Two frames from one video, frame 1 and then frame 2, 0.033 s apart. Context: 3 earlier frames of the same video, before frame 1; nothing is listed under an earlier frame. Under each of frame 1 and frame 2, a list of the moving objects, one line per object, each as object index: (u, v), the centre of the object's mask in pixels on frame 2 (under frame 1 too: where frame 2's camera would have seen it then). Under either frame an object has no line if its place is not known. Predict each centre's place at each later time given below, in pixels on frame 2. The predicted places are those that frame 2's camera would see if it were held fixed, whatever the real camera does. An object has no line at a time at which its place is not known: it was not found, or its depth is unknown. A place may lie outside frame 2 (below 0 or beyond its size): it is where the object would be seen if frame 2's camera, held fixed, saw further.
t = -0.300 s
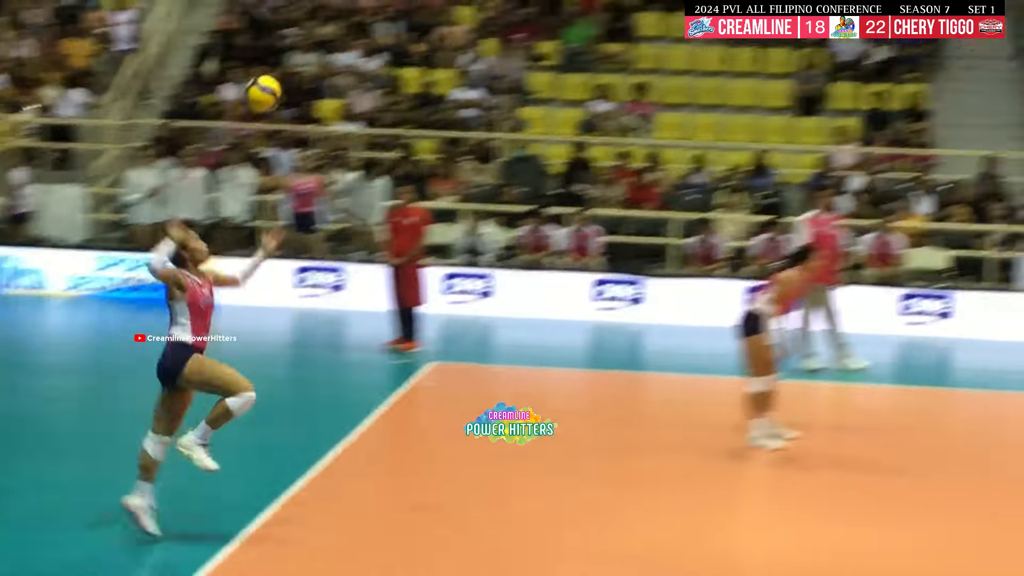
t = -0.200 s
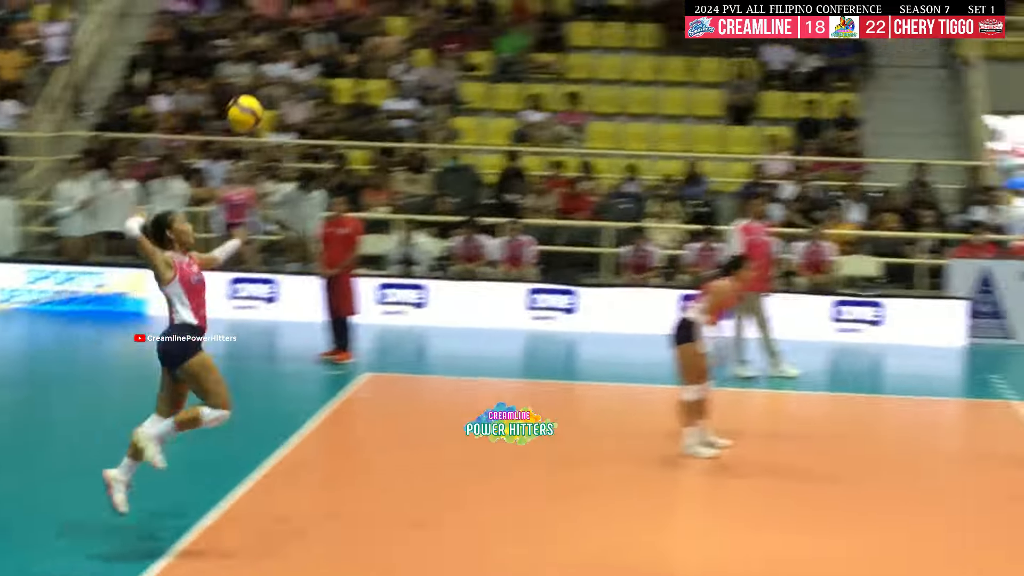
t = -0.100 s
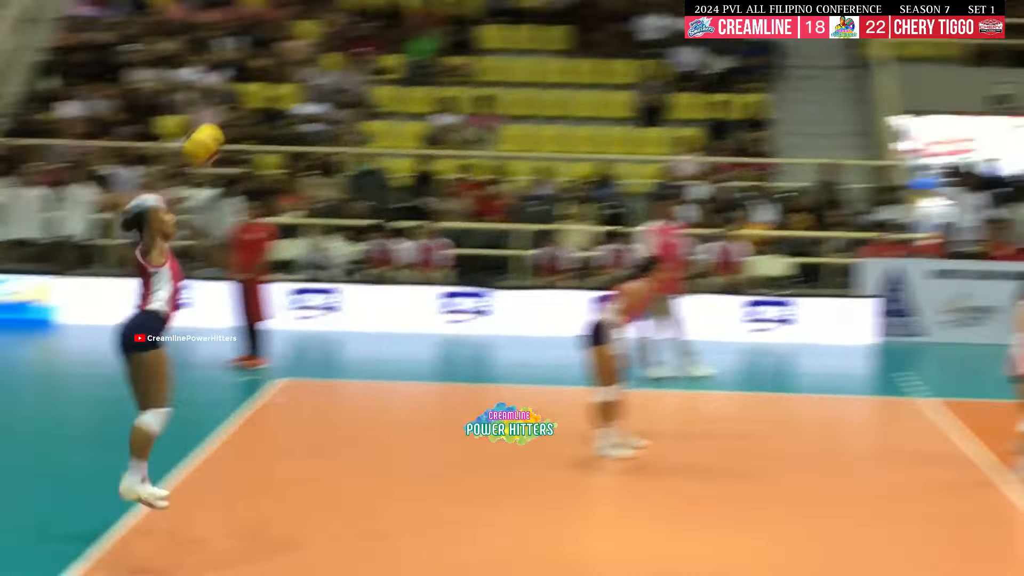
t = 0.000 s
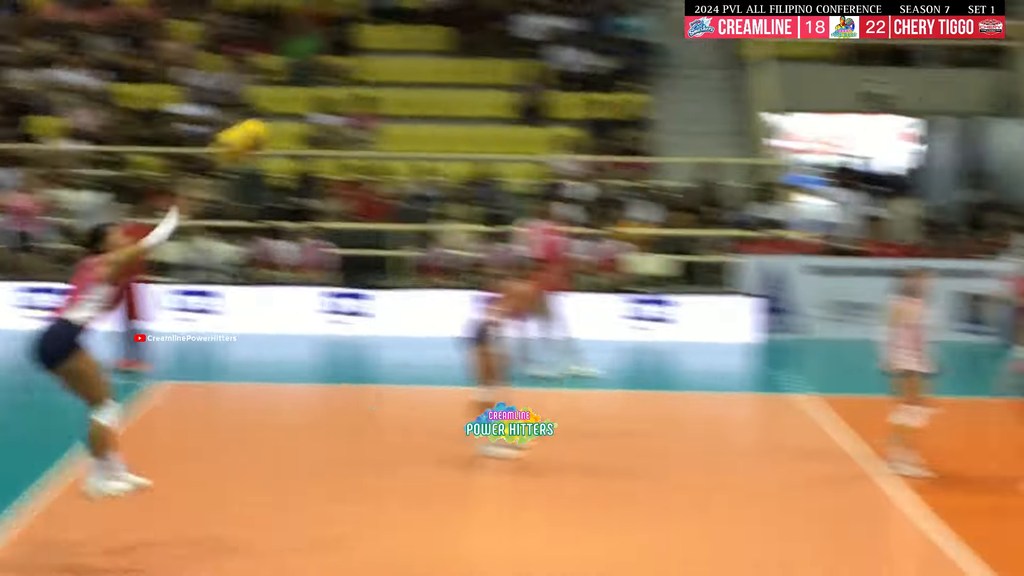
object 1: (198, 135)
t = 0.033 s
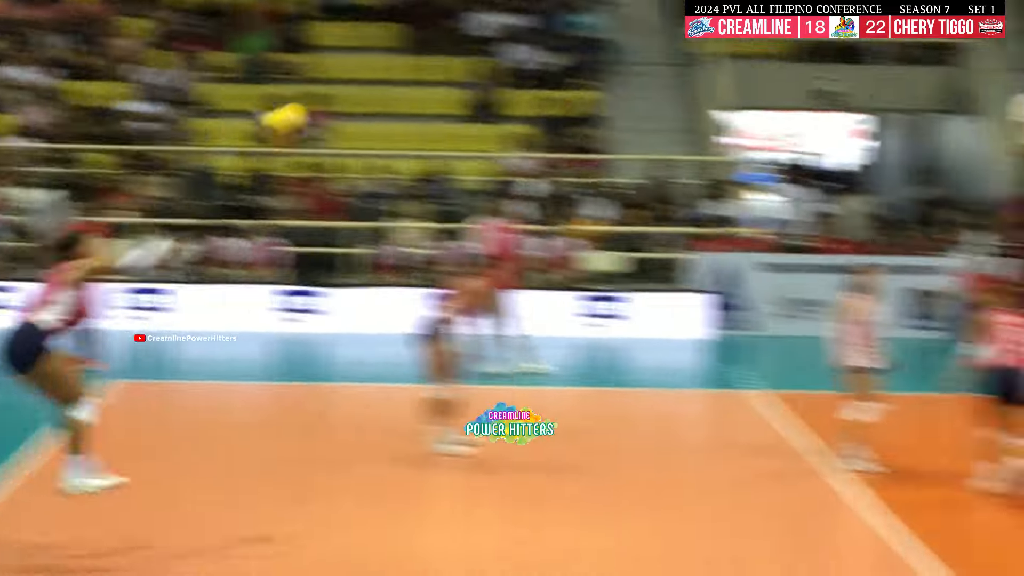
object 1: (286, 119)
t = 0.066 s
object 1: (370, 108)
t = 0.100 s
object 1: (455, 98)
